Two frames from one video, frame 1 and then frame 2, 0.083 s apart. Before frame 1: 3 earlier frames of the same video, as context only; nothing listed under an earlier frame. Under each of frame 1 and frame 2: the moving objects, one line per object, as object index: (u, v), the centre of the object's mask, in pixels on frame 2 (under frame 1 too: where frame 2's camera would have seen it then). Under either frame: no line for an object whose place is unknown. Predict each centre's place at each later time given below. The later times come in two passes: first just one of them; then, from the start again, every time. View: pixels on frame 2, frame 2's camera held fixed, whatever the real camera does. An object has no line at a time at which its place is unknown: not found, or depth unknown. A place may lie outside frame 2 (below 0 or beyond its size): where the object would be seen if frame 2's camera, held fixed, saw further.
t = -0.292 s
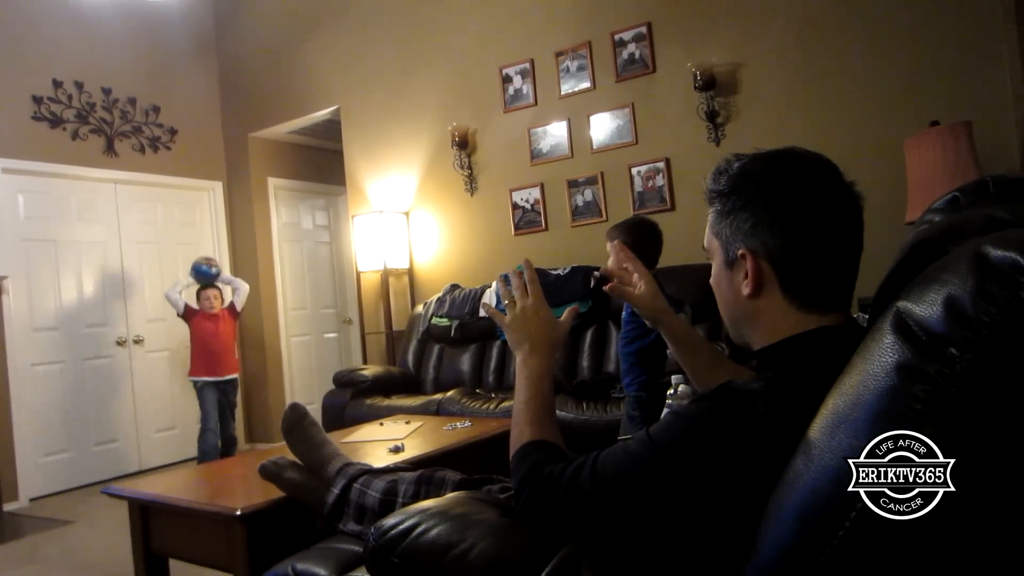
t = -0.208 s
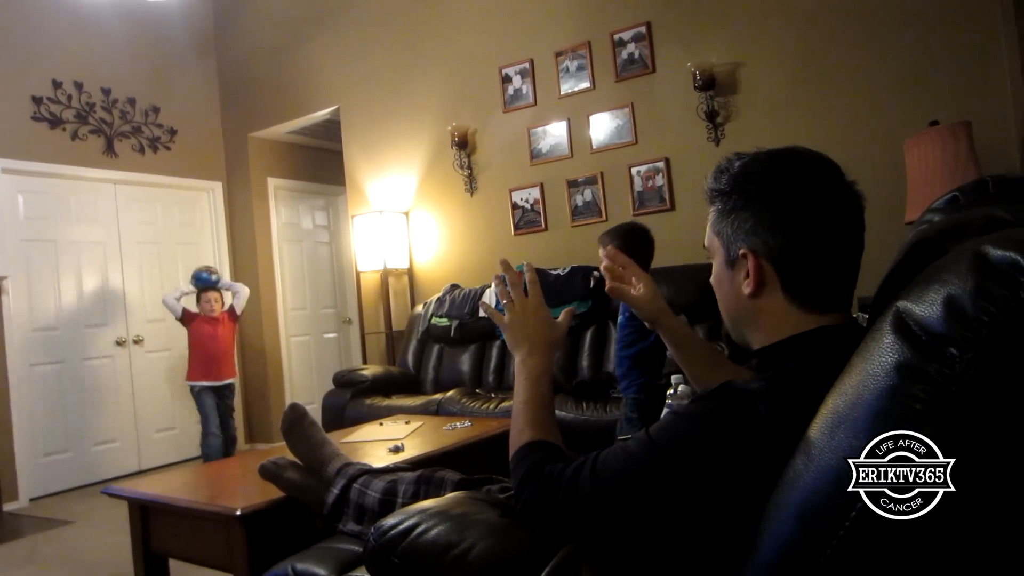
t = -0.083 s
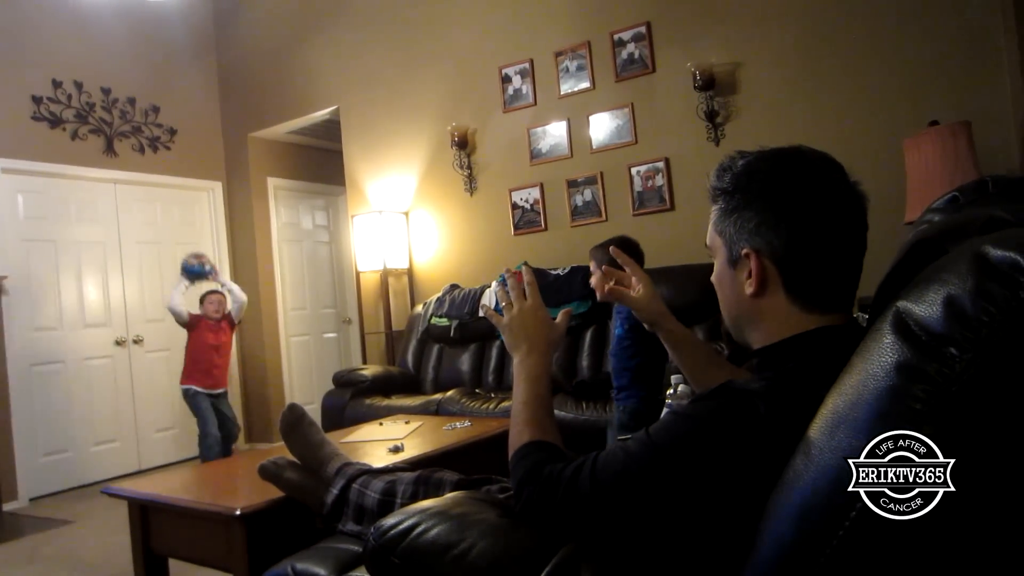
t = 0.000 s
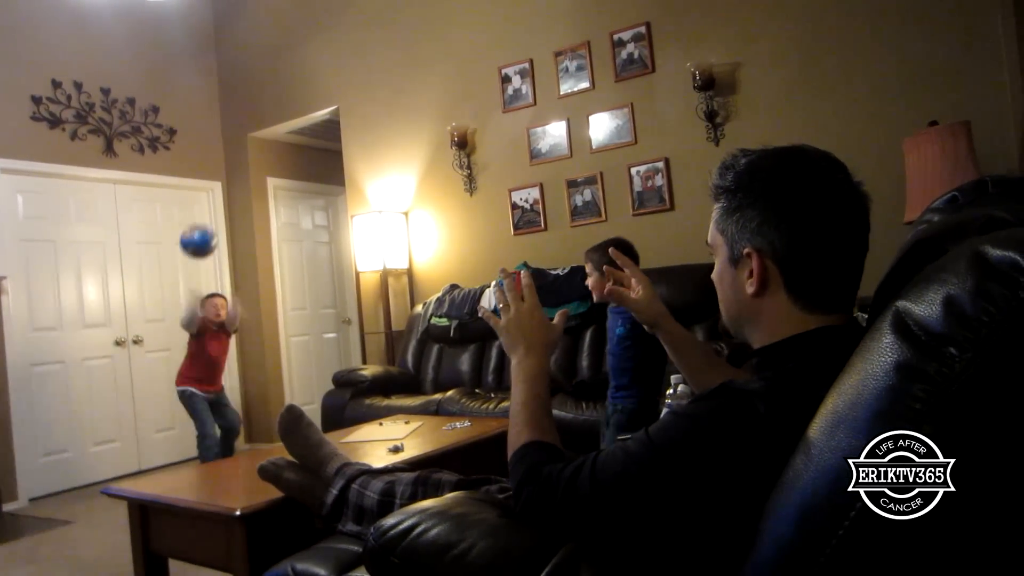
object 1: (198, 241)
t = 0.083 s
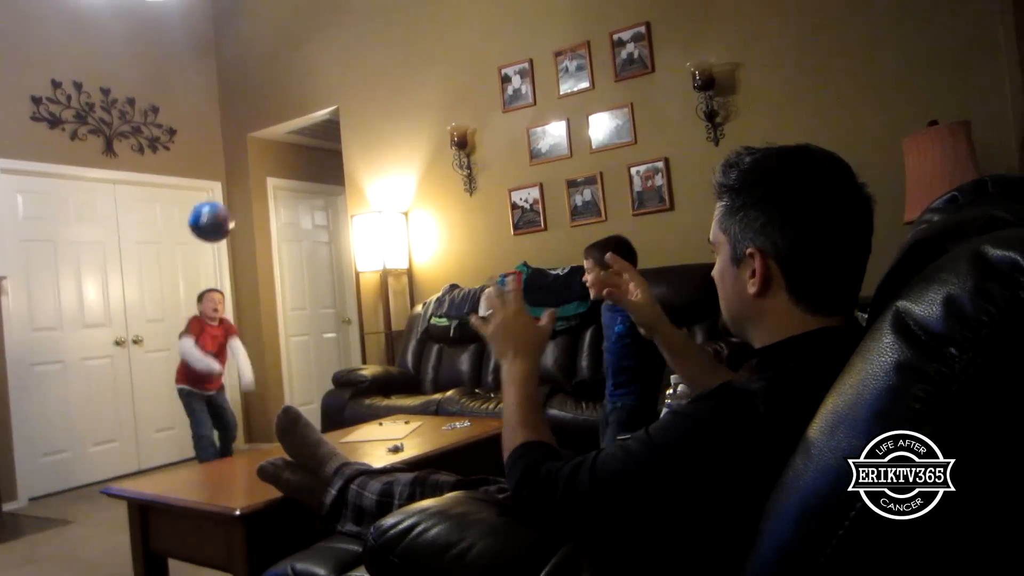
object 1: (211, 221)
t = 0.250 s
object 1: (249, 221)
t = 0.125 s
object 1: (218, 216)
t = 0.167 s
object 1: (227, 215)
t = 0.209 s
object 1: (236, 216)
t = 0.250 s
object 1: (249, 221)
